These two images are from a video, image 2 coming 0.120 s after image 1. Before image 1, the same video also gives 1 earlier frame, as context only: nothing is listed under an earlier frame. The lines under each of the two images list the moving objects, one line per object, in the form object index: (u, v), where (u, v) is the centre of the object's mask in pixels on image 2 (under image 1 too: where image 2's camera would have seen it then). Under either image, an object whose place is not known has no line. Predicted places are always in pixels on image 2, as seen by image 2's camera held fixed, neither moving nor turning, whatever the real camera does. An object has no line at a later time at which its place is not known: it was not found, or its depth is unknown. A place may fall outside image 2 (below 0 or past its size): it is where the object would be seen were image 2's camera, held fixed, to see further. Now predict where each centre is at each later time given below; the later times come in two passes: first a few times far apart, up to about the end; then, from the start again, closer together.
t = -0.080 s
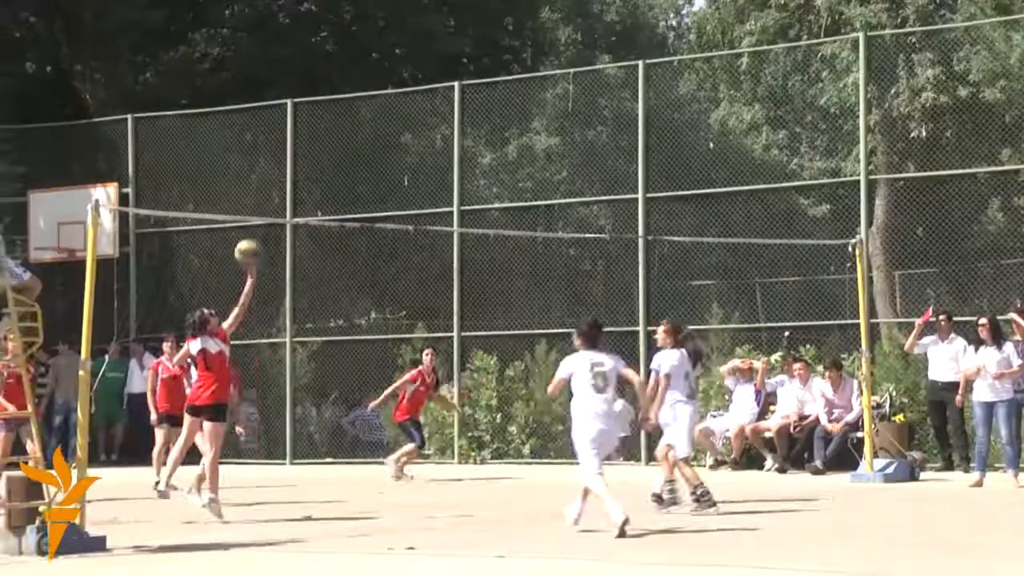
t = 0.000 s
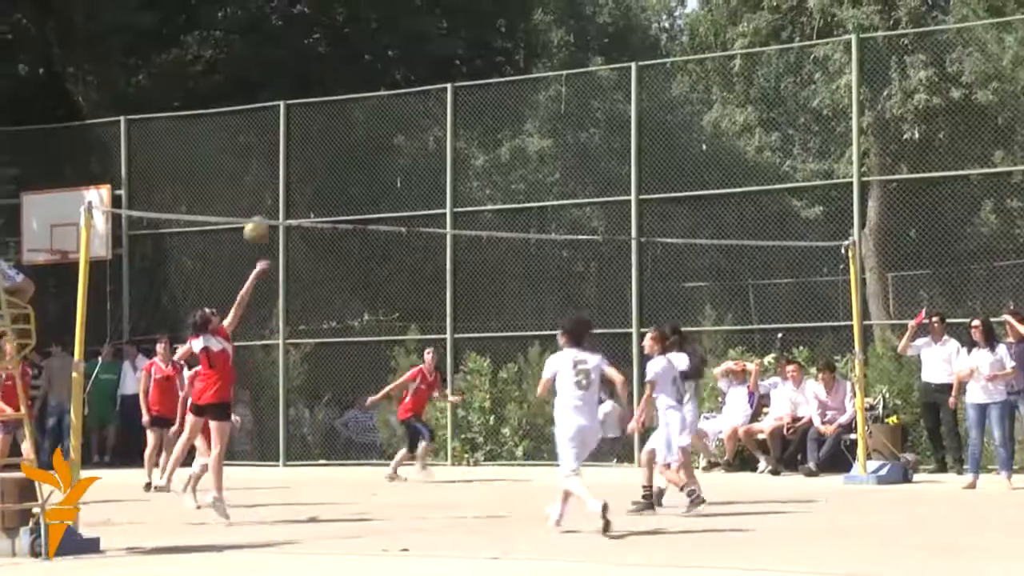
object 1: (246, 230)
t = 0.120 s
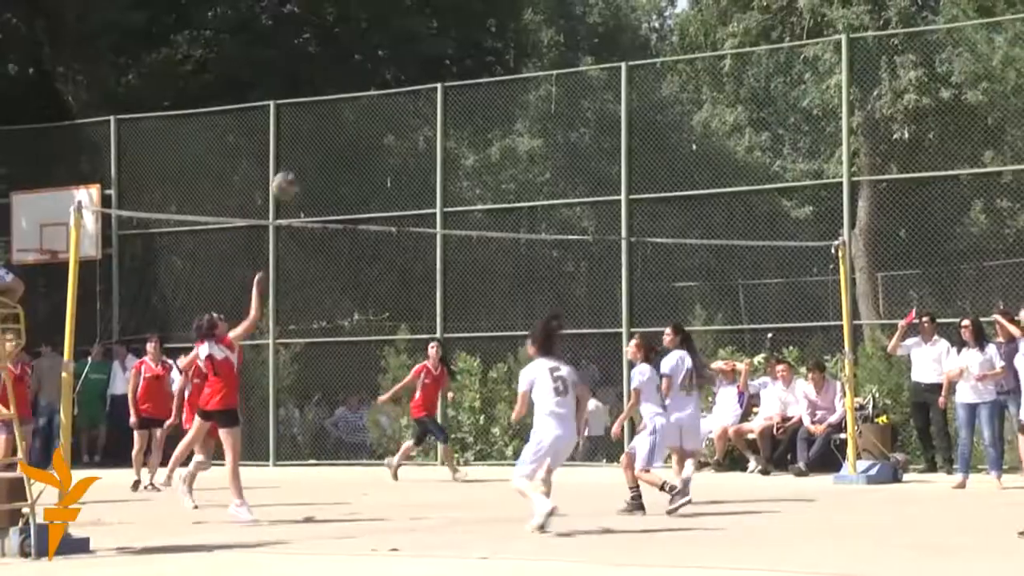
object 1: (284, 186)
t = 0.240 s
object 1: (325, 153)
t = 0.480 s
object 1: (397, 149)
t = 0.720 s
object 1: (472, 215)
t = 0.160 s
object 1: (298, 168)
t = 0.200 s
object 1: (310, 162)
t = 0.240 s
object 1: (325, 153)
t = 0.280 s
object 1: (334, 148)
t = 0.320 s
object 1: (344, 144)
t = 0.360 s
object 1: (360, 143)
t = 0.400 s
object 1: (370, 142)
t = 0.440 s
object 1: (384, 144)
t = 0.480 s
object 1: (397, 149)
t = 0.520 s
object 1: (407, 153)
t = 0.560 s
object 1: (423, 164)
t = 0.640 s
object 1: (450, 188)
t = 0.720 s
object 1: (472, 215)
